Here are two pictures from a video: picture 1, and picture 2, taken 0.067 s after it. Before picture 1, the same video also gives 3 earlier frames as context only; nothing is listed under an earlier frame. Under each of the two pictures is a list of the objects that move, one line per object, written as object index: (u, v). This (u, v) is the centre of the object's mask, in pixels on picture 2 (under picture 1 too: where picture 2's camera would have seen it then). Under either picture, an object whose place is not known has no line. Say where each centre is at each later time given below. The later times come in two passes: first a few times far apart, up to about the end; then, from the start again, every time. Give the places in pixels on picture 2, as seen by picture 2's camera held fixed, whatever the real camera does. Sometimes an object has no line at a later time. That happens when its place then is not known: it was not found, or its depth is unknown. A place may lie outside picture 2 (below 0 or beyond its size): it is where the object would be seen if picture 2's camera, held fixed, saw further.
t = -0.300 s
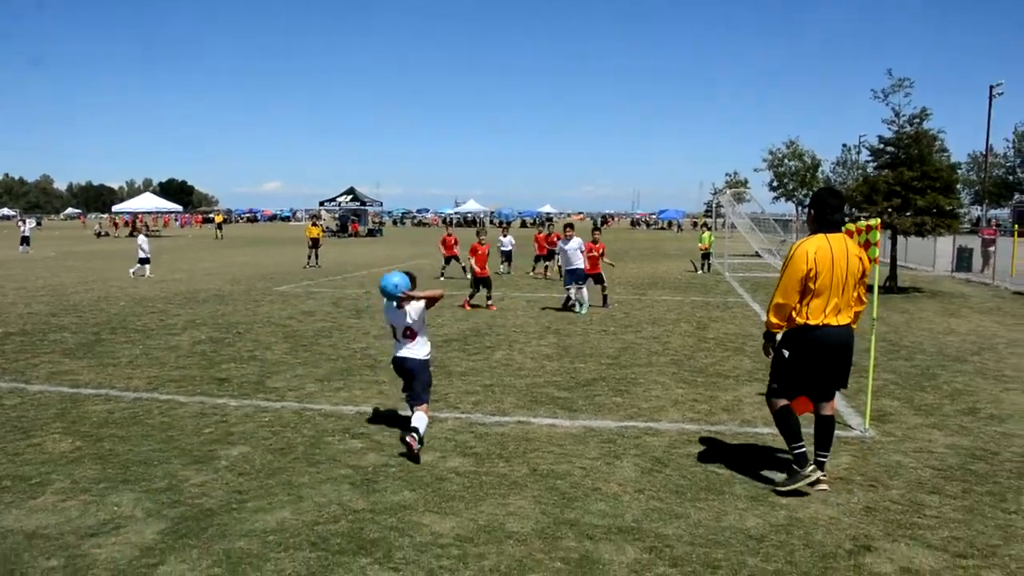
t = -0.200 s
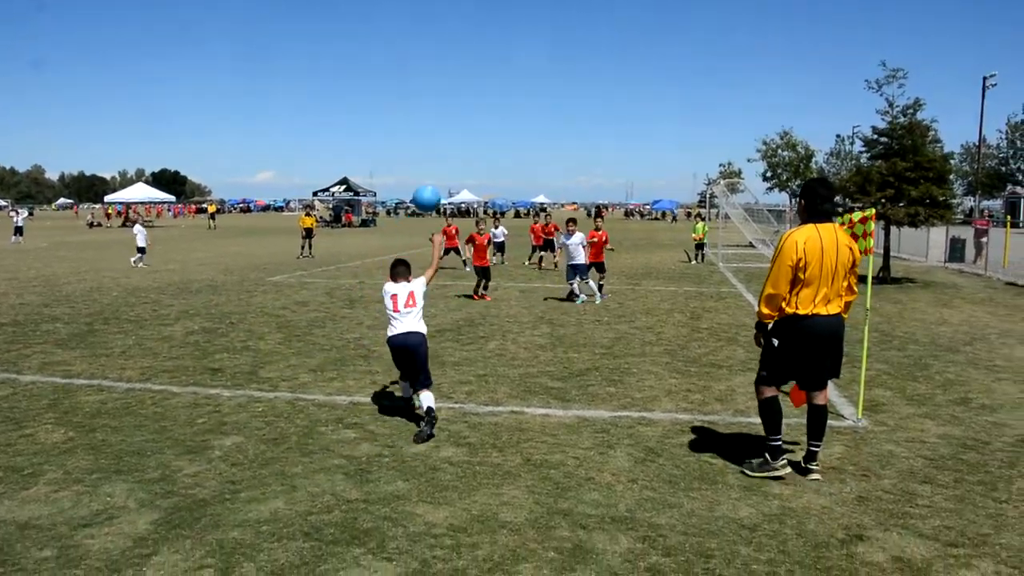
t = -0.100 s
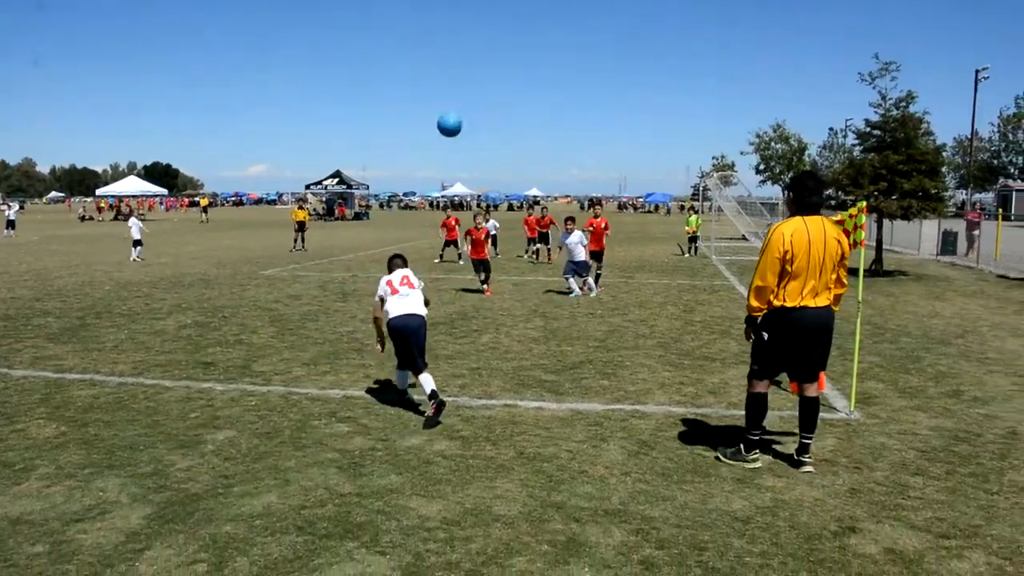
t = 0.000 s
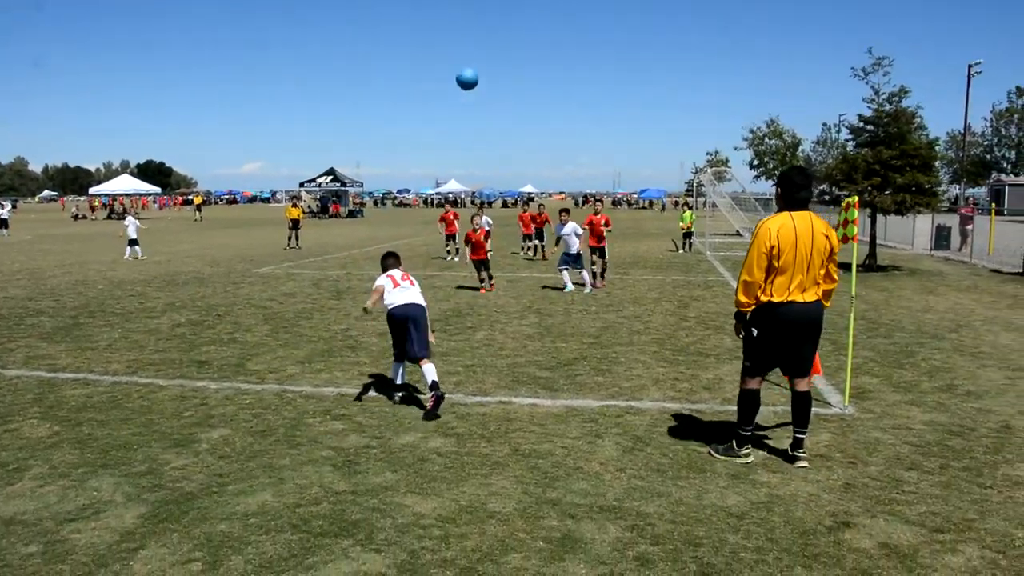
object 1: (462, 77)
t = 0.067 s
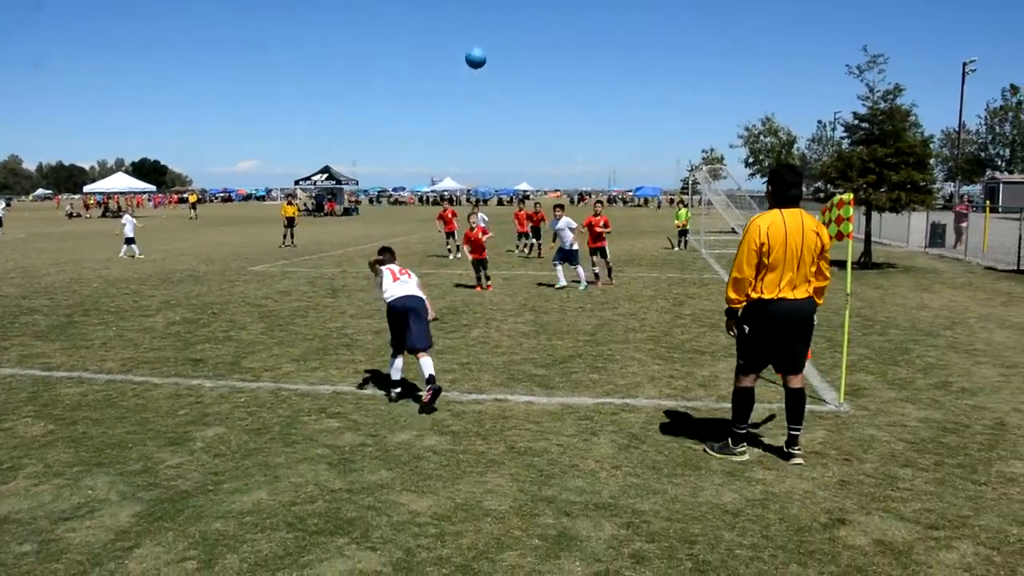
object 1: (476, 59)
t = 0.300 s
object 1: (511, 39)
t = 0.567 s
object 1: (535, 71)
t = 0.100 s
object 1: (481, 52)
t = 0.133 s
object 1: (487, 46)
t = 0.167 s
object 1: (492, 43)
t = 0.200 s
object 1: (497, 40)
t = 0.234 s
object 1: (502, 38)
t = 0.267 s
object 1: (507, 38)
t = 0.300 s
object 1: (511, 39)
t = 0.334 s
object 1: (515, 40)
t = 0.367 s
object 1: (518, 43)
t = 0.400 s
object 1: (522, 46)
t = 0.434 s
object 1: (525, 50)
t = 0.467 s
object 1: (528, 54)
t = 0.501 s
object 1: (530, 59)
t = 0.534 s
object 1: (533, 65)
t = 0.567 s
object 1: (535, 71)
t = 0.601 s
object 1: (538, 77)
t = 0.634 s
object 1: (540, 84)
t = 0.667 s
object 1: (542, 92)
